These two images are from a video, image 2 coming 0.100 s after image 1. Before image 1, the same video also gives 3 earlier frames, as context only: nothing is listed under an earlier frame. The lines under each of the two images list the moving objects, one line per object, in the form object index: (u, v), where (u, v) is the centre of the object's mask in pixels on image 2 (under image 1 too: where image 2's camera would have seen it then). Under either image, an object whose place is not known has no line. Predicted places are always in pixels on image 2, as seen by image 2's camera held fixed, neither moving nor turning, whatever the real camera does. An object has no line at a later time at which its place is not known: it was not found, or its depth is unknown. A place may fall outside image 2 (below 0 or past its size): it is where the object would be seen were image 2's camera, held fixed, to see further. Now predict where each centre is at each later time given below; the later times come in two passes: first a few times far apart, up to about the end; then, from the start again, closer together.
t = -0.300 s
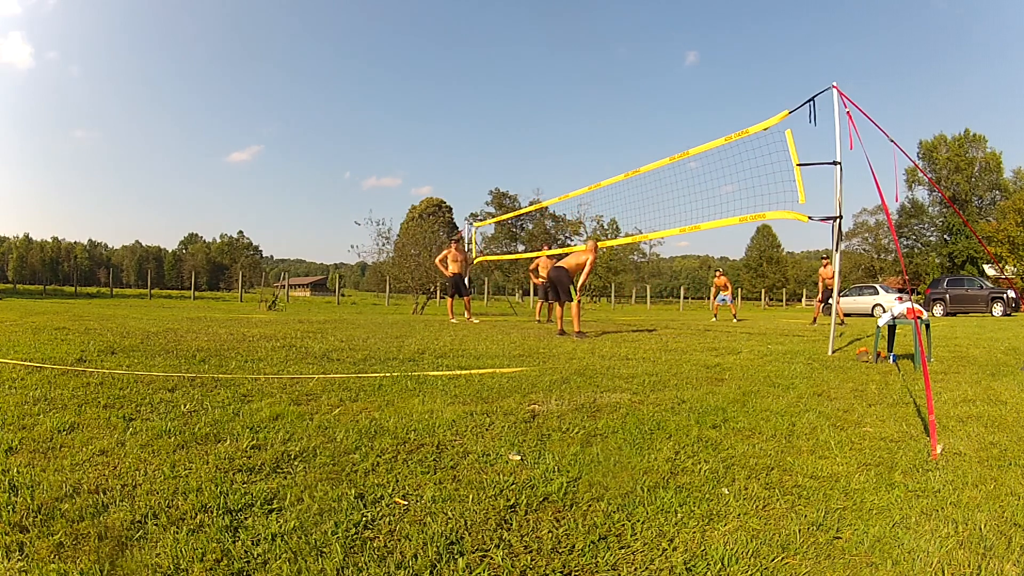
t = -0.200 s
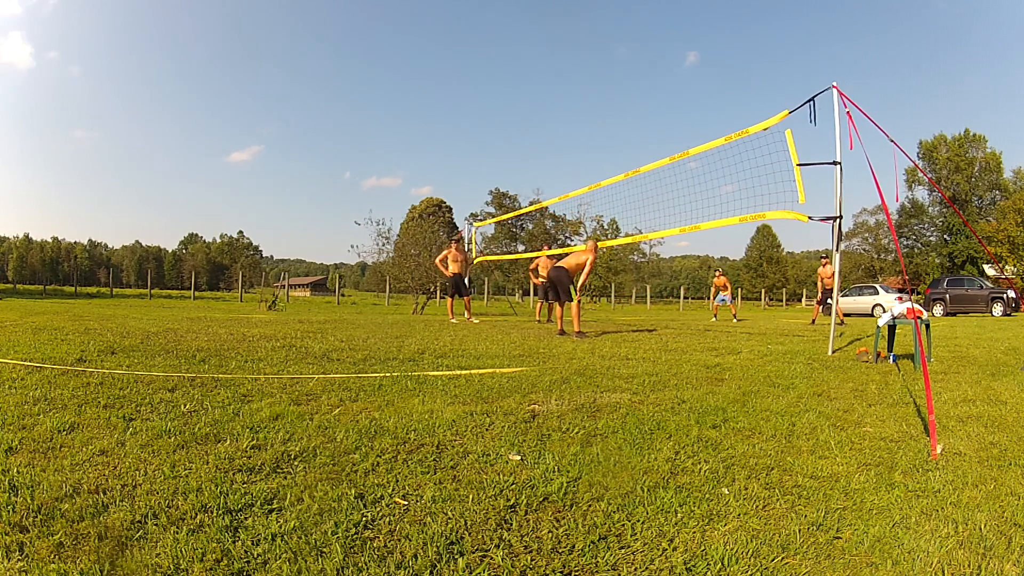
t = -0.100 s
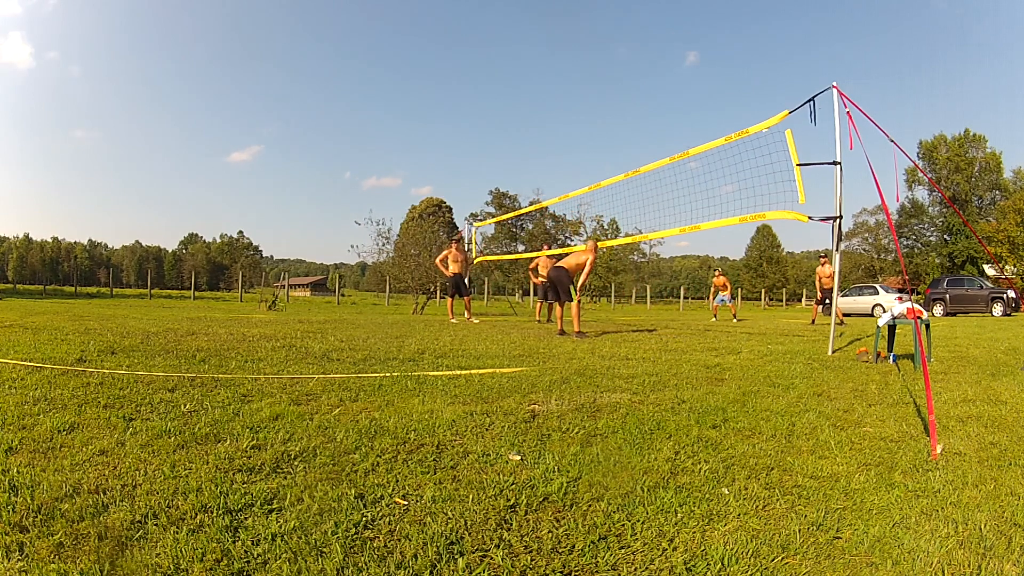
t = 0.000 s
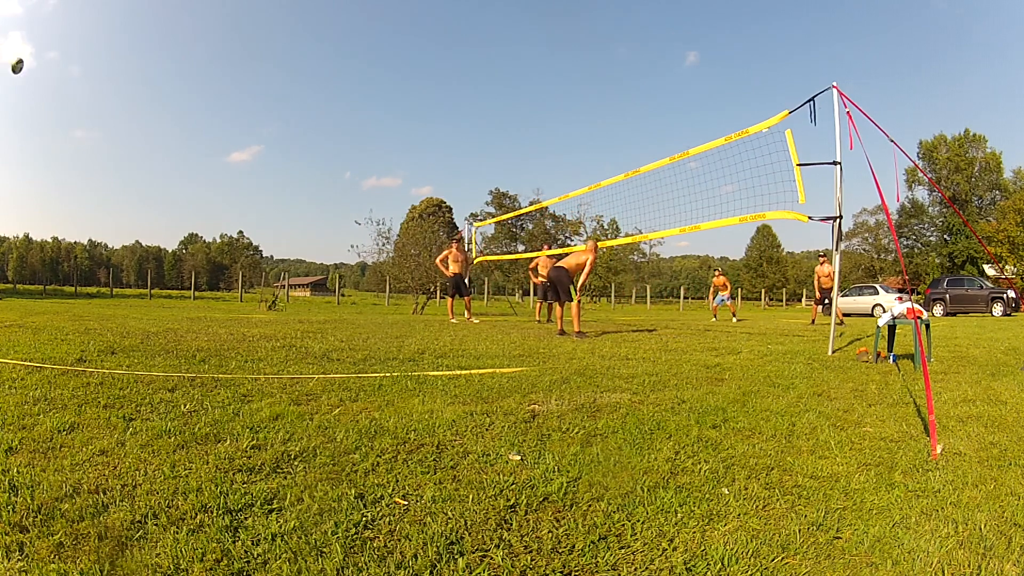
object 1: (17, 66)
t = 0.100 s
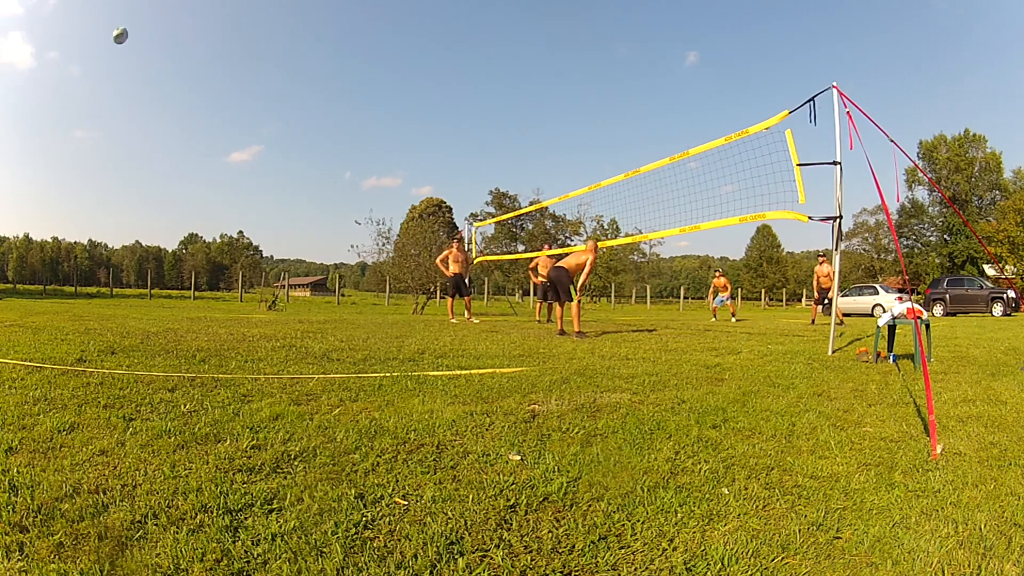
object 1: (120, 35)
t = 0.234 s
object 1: (273, 25)
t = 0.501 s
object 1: (539, 80)
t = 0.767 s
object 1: (700, 168)
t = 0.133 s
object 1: (158, 29)
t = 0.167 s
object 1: (196, 26)
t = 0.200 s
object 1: (235, 24)
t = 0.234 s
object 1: (273, 25)
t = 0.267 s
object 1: (311, 28)
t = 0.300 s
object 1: (348, 32)
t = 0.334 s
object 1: (384, 37)
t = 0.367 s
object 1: (419, 44)
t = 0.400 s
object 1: (452, 52)
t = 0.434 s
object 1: (483, 61)
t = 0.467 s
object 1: (512, 71)
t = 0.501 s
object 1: (539, 80)
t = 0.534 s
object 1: (565, 91)
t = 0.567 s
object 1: (589, 101)
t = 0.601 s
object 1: (611, 112)
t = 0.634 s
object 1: (632, 123)
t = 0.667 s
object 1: (651, 134)
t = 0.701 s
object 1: (669, 145)
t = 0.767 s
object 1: (700, 168)
